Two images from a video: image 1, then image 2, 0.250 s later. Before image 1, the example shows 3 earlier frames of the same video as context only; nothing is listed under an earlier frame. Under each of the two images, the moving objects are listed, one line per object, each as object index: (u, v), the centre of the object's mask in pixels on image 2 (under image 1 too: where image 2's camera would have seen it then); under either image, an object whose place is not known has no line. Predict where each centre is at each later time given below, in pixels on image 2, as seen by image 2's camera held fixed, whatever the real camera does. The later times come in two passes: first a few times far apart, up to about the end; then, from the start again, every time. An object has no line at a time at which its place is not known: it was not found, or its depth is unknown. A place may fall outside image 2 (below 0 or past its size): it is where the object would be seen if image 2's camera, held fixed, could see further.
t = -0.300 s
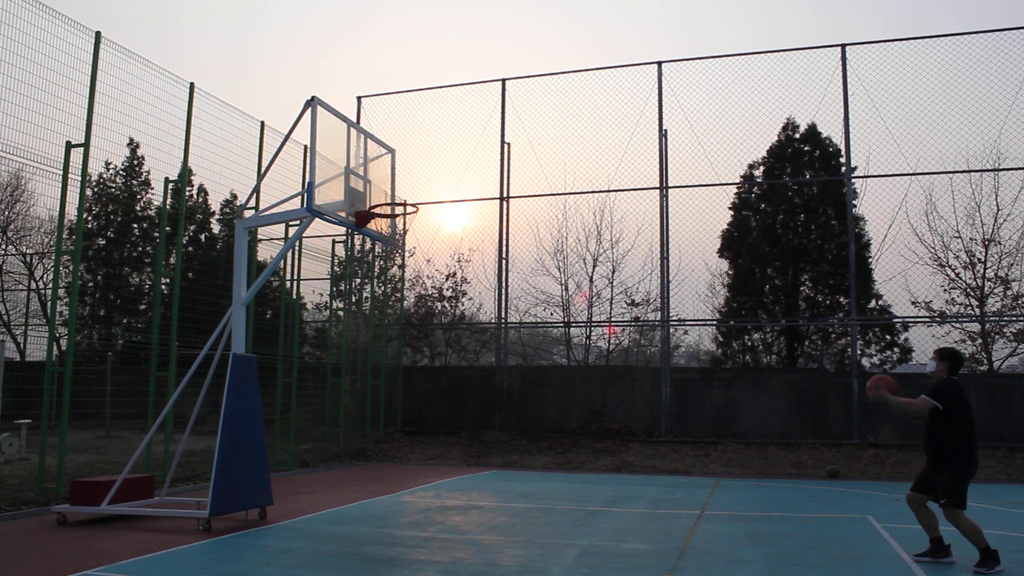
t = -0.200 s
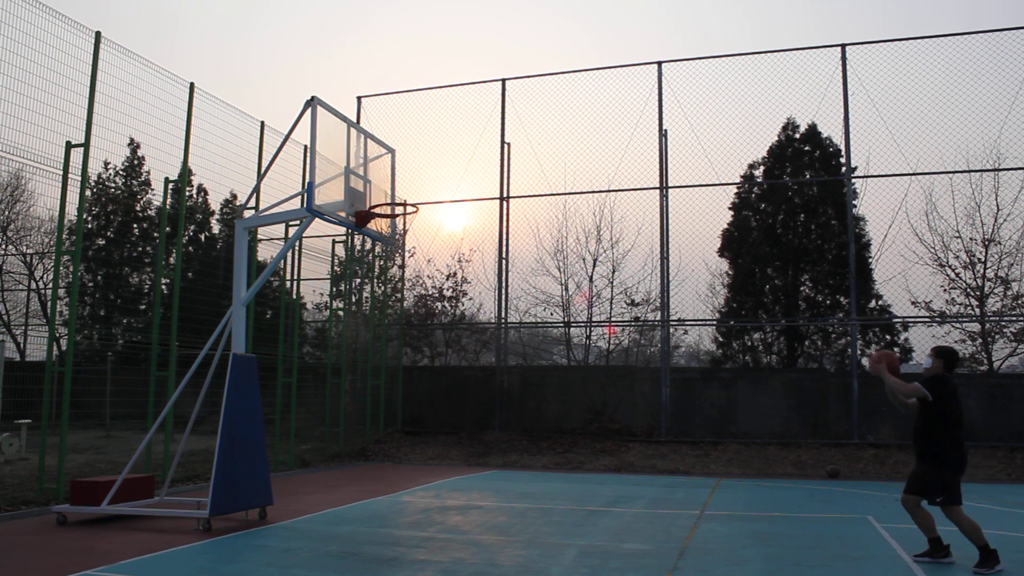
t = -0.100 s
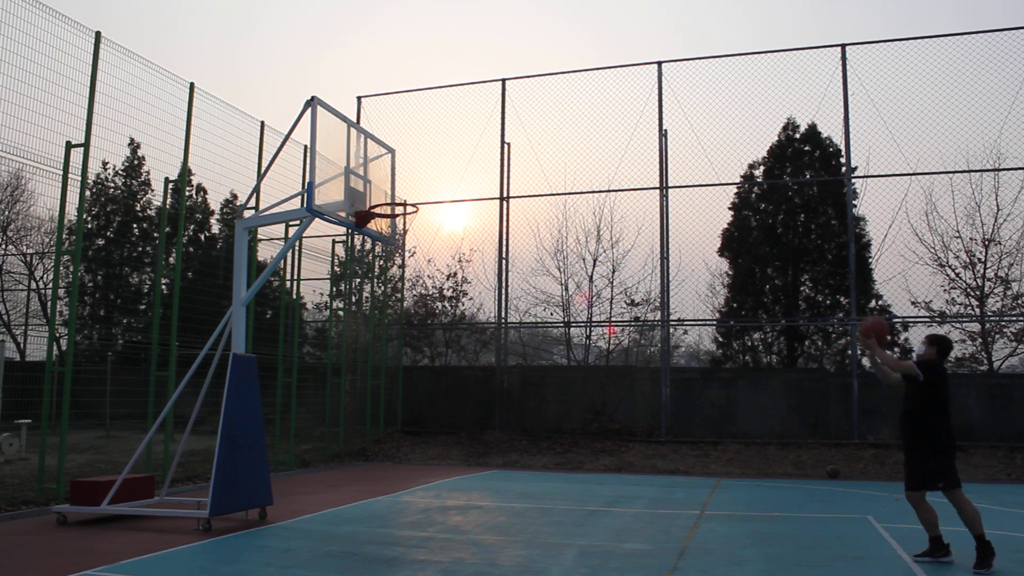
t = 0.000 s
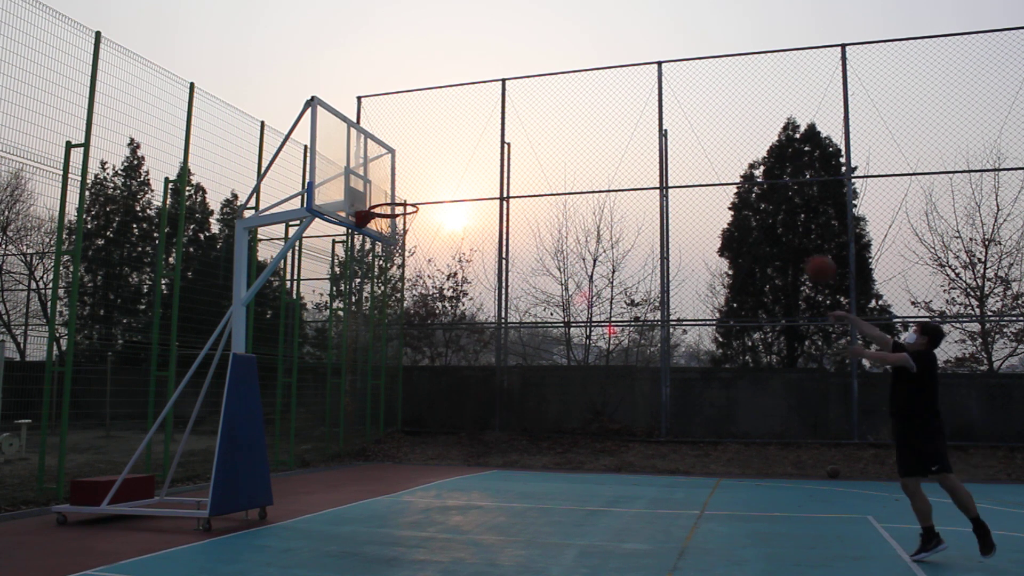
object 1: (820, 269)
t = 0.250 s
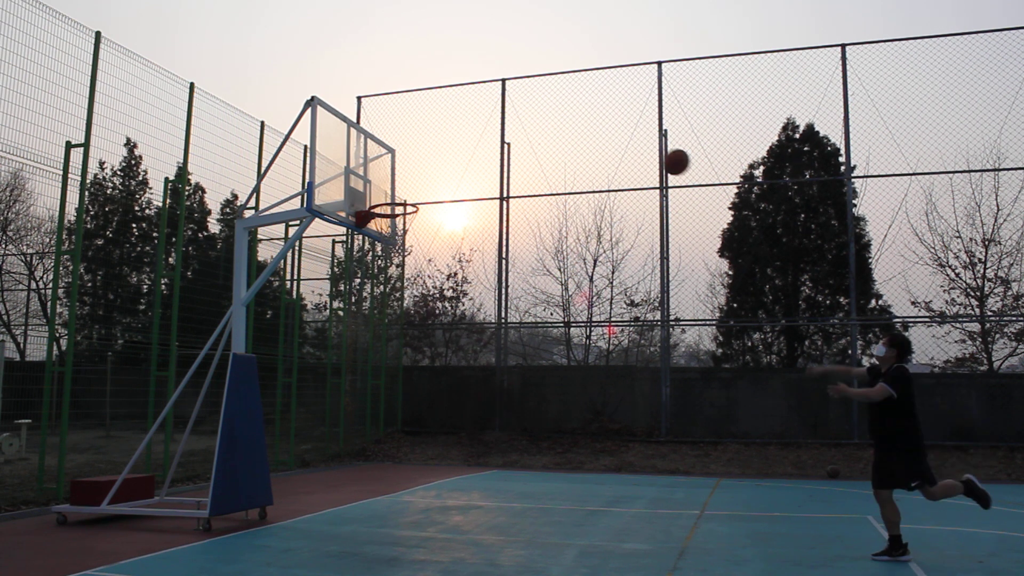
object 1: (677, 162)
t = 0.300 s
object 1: (648, 149)
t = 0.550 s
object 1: (520, 123)
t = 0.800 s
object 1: (399, 159)
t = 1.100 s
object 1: (392, 218)
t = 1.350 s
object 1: (375, 228)
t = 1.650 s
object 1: (400, 246)
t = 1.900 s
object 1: (396, 281)
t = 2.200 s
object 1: (387, 402)
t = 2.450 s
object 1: (379, 476)
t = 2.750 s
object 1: (373, 364)
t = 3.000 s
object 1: (366, 336)
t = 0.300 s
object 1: (648, 149)
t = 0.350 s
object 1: (622, 139)
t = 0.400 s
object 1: (595, 131)
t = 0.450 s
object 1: (570, 126)
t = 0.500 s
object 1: (545, 123)
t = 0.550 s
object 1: (520, 123)
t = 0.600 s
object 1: (495, 126)
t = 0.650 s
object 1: (471, 131)
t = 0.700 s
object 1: (447, 138)
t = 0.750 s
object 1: (423, 147)
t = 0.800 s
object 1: (399, 159)
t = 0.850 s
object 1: (376, 172)
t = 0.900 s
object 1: (370, 186)
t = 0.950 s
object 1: (388, 198)
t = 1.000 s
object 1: (401, 208)
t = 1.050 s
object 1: (401, 214)
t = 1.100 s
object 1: (392, 218)
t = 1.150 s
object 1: (384, 222)
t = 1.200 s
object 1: (378, 225)
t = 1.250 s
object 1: (374, 225)
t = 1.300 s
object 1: (373, 227)
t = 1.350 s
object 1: (375, 228)
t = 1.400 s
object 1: (379, 230)
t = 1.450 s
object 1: (384, 233)
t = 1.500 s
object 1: (390, 236)
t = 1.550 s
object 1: (395, 240)
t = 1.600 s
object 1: (399, 242)
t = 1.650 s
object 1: (400, 246)
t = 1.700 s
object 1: (400, 249)
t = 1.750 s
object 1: (399, 253)
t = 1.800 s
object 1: (398, 260)
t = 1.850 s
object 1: (397, 269)
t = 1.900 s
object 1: (396, 281)
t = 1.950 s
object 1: (394, 295)
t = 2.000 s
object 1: (393, 311)
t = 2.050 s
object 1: (392, 330)
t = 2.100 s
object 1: (390, 352)
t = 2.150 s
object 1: (388, 375)
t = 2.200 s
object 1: (387, 402)
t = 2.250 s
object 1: (386, 431)
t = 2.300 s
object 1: (384, 464)
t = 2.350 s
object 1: (382, 499)
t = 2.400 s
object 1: (381, 503)
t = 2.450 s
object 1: (379, 476)
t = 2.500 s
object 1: (379, 450)
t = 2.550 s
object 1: (378, 427)
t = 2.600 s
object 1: (377, 407)
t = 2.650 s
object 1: (375, 390)
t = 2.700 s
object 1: (374, 376)
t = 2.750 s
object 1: (373, 364)
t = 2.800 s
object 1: (372, 353)
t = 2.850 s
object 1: (370, 345)
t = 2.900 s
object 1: (370, 340)
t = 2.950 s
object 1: (369, 336)
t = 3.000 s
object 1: (366, 336)
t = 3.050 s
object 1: (365, 337)
